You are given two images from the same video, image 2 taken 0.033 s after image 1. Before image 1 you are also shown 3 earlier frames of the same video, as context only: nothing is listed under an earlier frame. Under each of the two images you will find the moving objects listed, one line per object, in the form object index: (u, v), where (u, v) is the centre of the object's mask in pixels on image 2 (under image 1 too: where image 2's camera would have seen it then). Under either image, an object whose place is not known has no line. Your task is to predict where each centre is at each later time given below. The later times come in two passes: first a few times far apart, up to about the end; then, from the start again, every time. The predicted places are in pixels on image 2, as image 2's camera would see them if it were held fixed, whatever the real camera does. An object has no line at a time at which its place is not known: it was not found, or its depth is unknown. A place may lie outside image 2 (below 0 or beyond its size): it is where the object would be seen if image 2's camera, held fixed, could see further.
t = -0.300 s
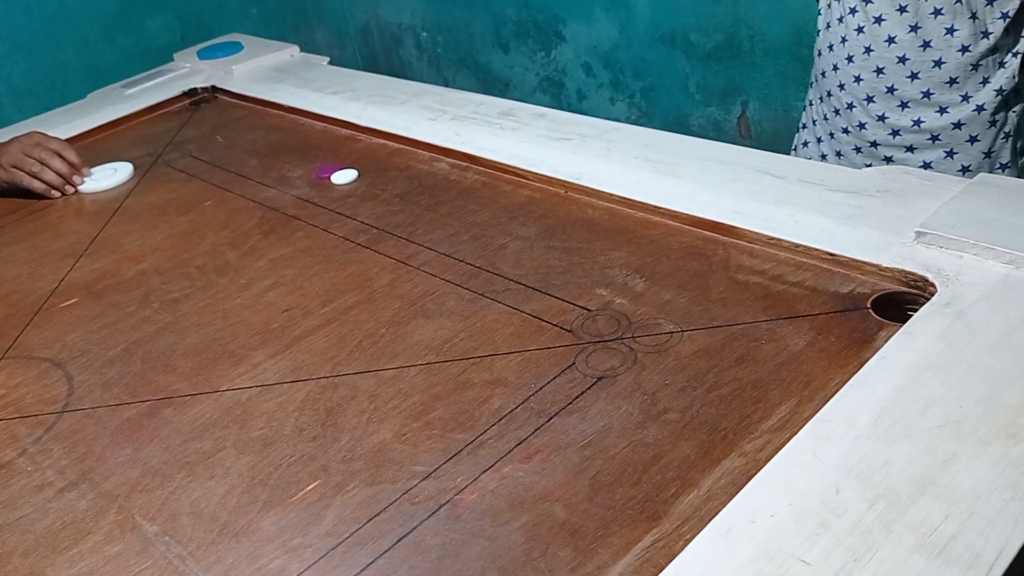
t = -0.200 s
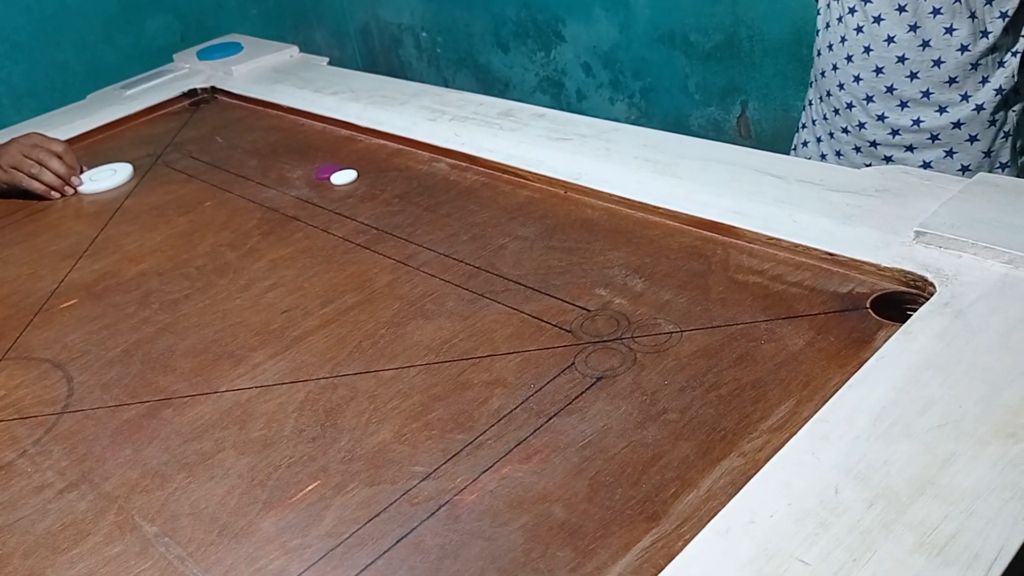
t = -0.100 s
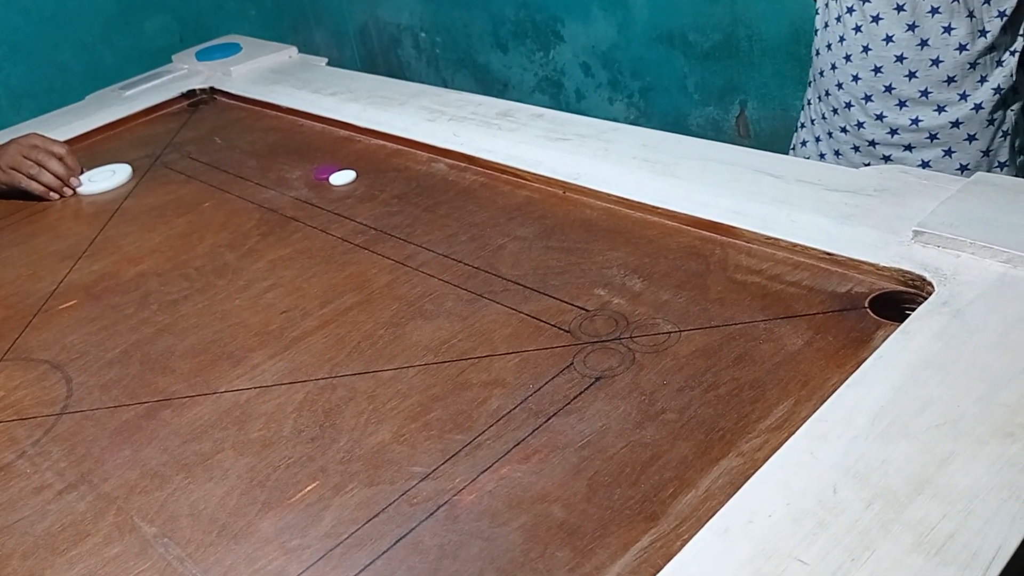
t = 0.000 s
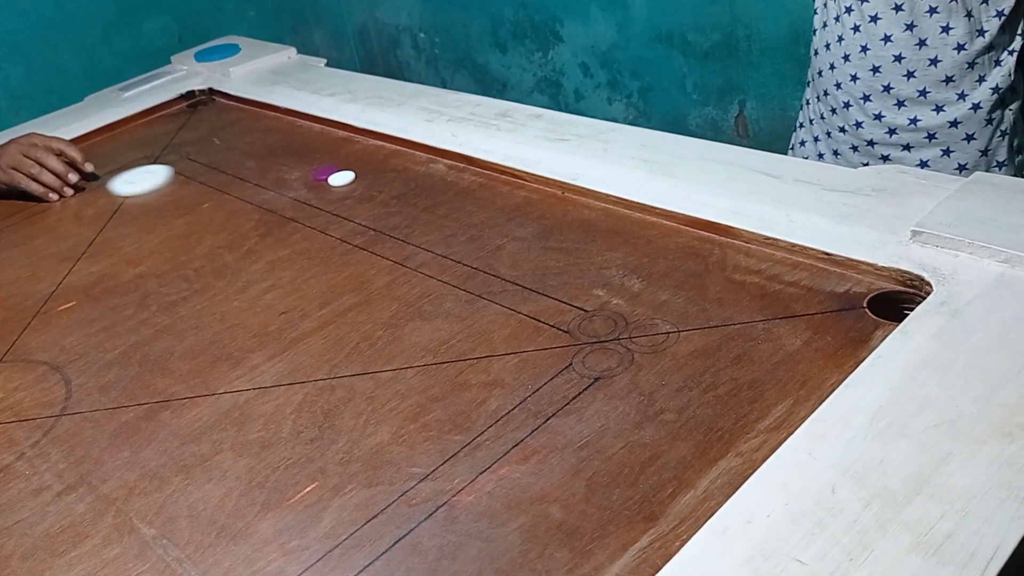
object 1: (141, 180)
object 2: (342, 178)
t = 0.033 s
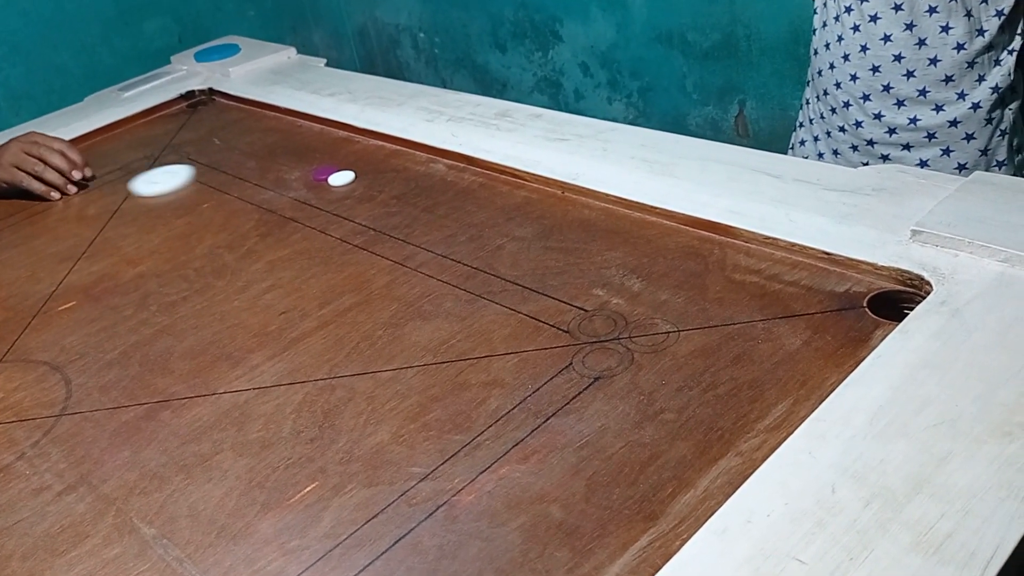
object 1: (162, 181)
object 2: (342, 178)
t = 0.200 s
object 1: (273, 181)
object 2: (342, 178)
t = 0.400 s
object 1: (385, 185)
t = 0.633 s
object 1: (500, 200)
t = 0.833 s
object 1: (546, 240)
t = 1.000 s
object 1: (587, 274)
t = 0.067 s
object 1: (184, 181)
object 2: (342, 178)
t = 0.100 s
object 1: (205, 181)
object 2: (342, 178)
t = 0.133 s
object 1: (228, 181)
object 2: (341, 178)
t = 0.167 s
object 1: (250, 181)
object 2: (341, 178)
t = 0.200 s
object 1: (273, 181)
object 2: (342, 178)
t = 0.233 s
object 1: (292, 181)
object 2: (355, 181)
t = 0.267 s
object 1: (311, 182)
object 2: (375, 185)
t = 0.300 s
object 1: (329, 183)
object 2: (397, 189)
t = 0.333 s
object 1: (348, 184)
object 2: (418, 193)
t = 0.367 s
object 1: (366, 185)
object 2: (441, 198)
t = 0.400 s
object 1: (385, 185)
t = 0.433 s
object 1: (404, 186)
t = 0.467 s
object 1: (423, 187)
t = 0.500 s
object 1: (442, 188)
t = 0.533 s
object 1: (461, 189)
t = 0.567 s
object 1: (480, 189)
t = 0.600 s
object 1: (493, 194)
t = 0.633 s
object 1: (500, 200)
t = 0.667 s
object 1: (507, 206)
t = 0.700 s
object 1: (515, 213)
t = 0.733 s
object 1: (522, 220)
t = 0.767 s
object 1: (530, 226)
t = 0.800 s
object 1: (538, 233)
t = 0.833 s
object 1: (546, 240)
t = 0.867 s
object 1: (554, 246)
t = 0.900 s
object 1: (562, 253)
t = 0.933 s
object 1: (570, 260)
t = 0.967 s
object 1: (579, 267)
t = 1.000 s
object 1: (587, 274)
